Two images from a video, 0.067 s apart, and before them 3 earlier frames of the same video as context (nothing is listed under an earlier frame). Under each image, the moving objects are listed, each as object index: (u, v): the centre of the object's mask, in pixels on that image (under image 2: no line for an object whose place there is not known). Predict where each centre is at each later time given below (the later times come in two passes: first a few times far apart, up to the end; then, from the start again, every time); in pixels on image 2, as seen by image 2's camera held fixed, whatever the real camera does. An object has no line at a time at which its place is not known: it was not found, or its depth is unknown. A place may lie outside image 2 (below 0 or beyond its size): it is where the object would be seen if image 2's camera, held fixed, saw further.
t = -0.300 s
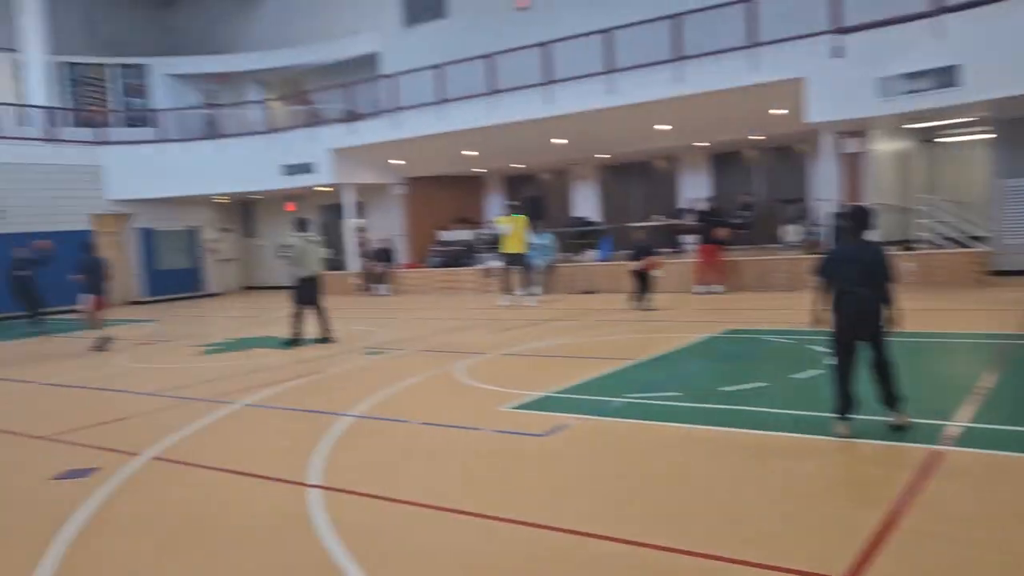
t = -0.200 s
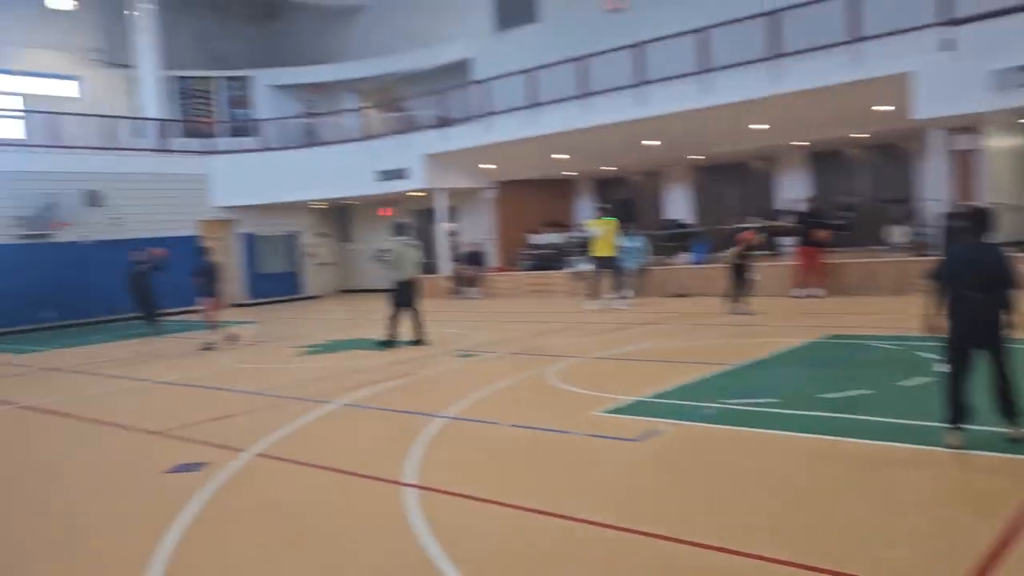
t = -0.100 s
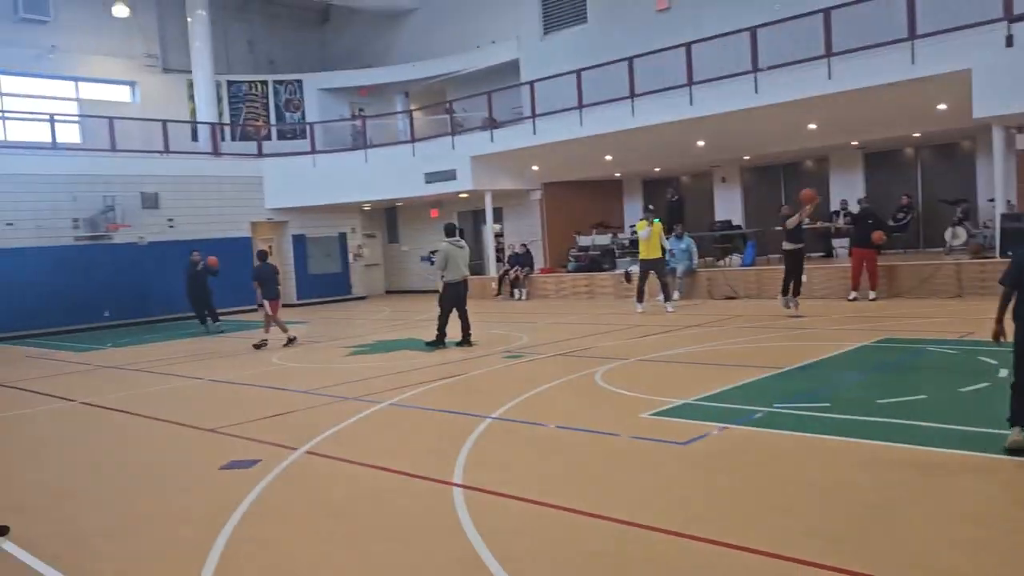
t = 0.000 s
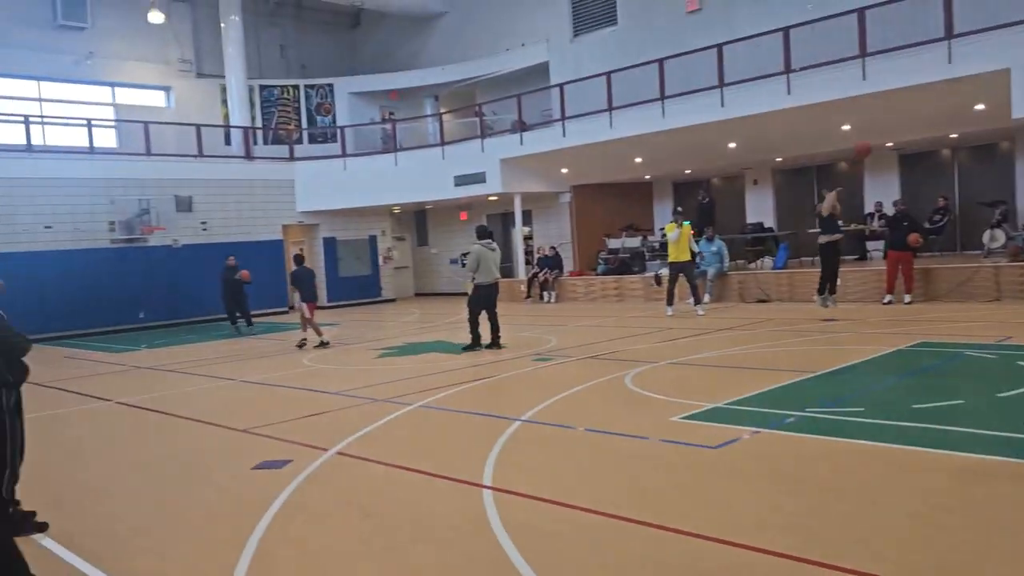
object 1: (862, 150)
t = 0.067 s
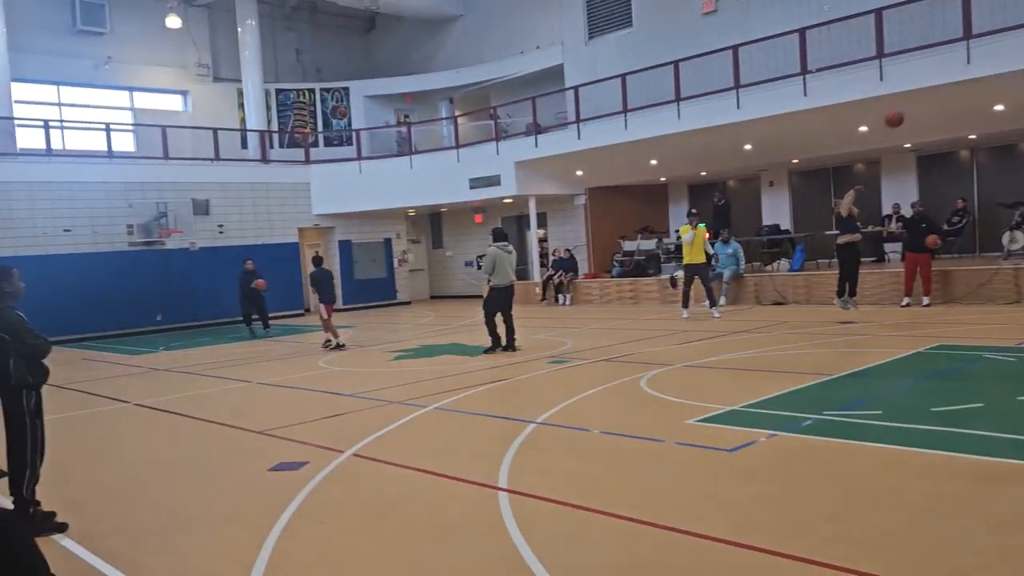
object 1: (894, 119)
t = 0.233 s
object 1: (935, 46)
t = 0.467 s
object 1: (1004, -36)
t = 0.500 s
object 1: (1015, -45)
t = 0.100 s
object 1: (901, 103)
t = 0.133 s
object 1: (910, 88)
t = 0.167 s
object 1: (918, 74)
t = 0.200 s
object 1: (927, 59)
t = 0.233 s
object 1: (935, 46)
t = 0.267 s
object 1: (945, 32)
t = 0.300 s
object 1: (955, 20)
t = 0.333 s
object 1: (964, 7)
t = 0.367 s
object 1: (975, -6)
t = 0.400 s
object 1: (985, -16)
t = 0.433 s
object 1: (995, -27)
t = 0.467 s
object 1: (1004, -36)
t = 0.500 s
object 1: (1015, -45)
